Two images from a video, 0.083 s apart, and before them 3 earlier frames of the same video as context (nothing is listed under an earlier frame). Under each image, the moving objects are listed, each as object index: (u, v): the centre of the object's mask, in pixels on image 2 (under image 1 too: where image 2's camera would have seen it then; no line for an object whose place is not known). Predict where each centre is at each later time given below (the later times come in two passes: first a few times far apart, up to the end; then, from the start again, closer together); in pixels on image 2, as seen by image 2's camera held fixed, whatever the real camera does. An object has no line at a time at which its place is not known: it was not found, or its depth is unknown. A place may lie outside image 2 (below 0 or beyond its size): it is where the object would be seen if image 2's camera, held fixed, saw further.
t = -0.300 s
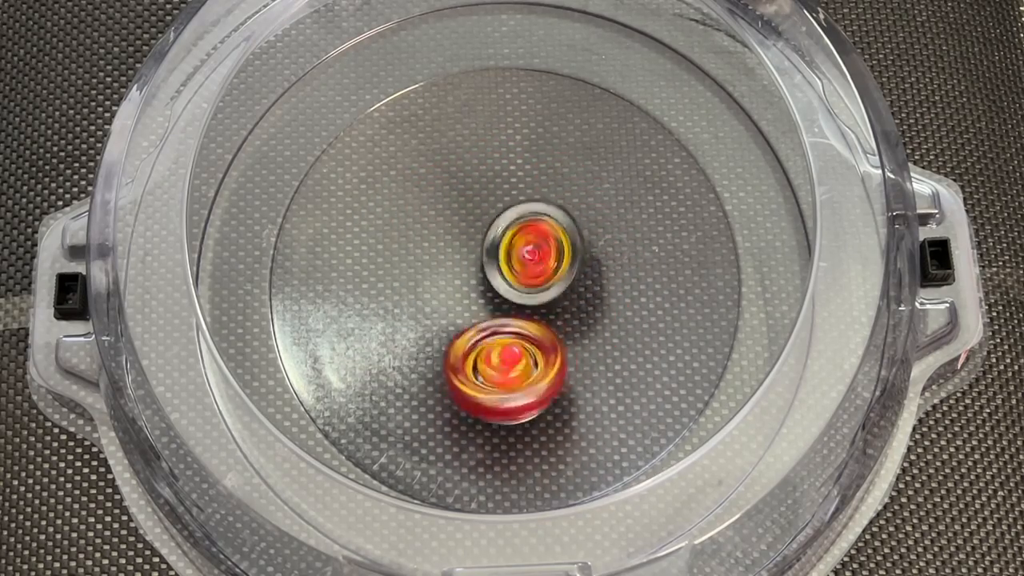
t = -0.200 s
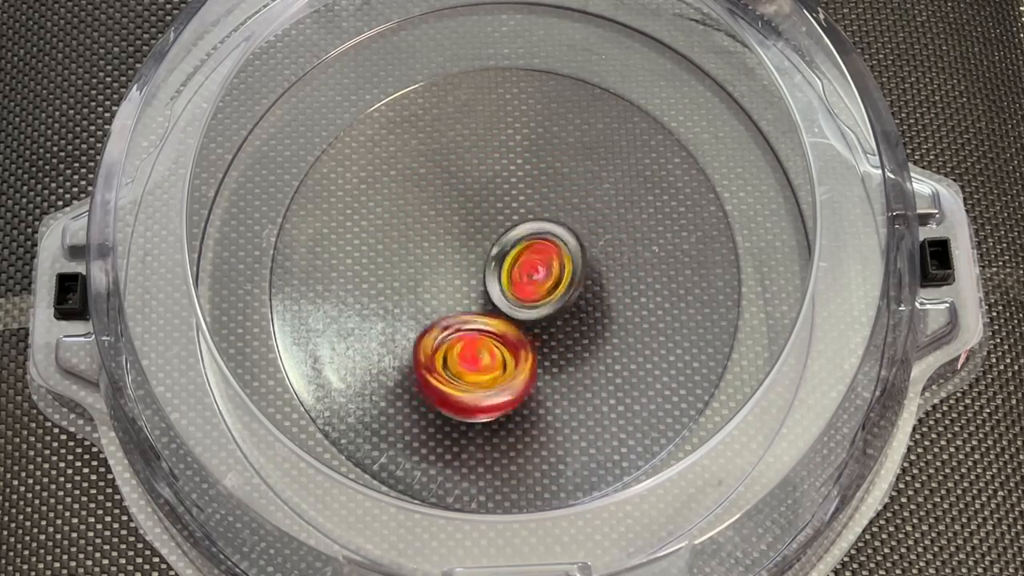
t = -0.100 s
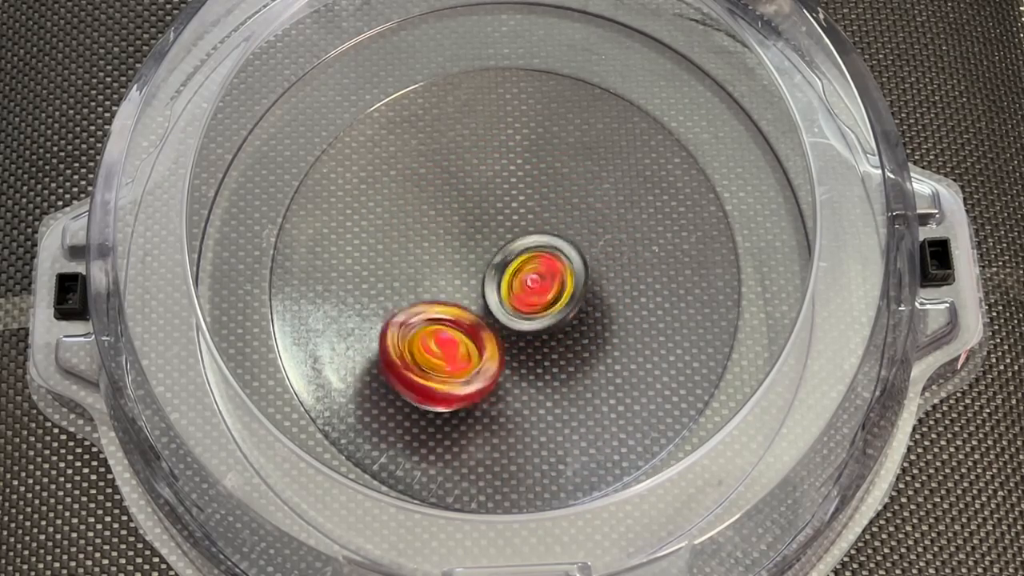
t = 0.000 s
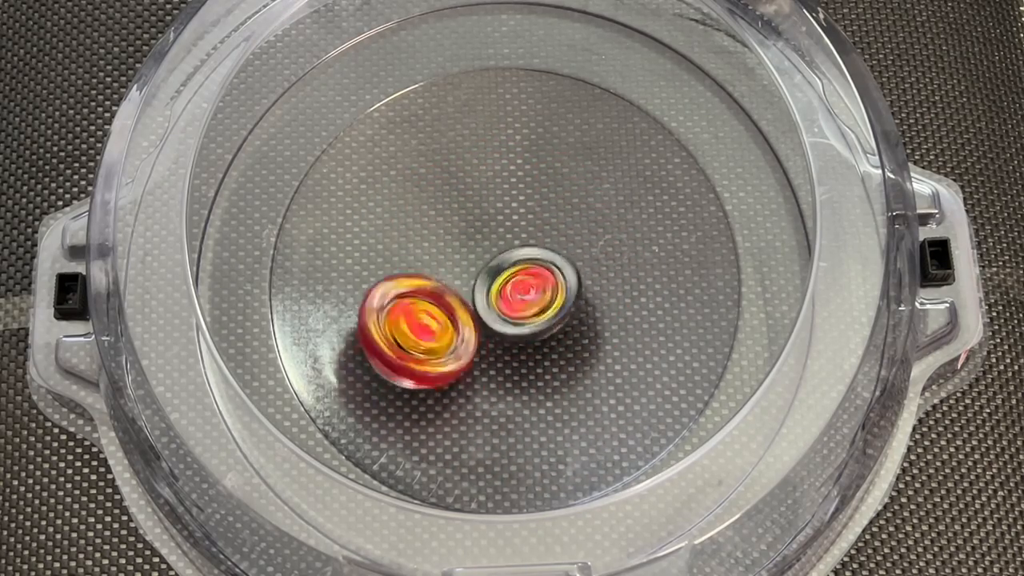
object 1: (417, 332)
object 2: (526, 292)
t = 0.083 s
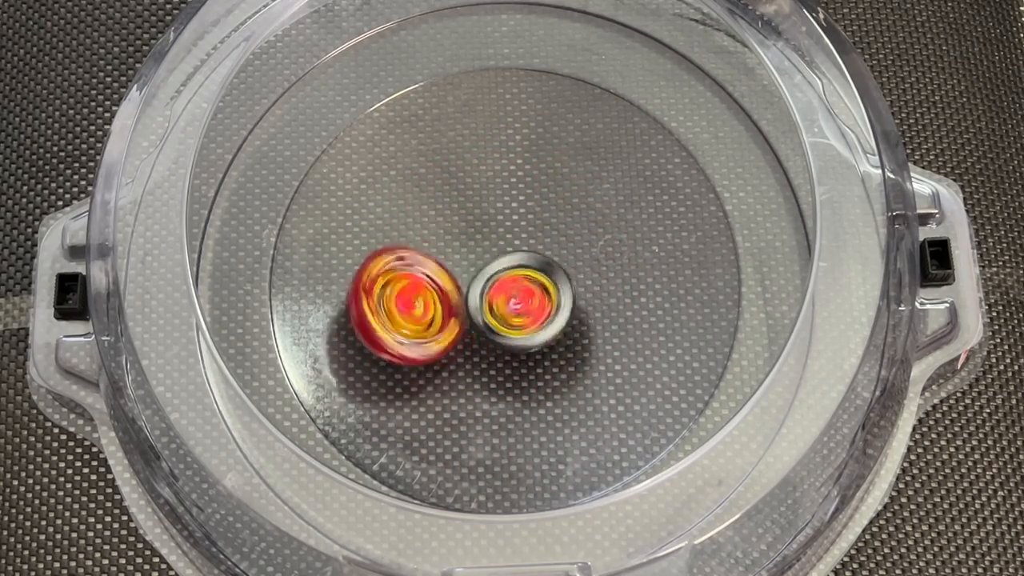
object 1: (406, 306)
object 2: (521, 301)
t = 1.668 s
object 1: (504, 374)
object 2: (518, 255)
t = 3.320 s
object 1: (488, 301)
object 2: (446, 207)
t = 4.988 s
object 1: (488, 301)
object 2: (447, 207)
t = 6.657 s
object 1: (488, 301)
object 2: (447, 207)
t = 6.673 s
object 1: (488, 301)
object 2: (447, 207)
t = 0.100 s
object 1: (406, 301)
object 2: (519, 303)
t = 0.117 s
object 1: (404, 295)
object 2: (519, 302)
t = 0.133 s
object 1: (404, 288)
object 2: (519, 304)
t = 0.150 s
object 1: (406, 281)
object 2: (519, 305)
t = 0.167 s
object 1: (407, 276)
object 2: (516, 305)
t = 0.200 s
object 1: (411, 265)
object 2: (517, 304)
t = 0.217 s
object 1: (413, 258)
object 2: (517, 304)
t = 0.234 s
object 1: (416, 254)
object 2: (515, 304)
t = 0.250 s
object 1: (419, 249)
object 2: (515, 303)
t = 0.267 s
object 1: (422, 244)
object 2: (515, 303)
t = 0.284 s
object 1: (426, 238)
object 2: (513, 302)
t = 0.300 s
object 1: (430, 233)
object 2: (512, 302)
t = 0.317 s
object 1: (434, 229)
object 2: (510, 299)
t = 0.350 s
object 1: (443, 221)
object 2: (510, 298)
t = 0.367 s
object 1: (449, 217)
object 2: (511, 300)
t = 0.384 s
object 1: (454, 214)
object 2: (508, 300)
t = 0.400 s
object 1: (459, 211)
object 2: (509, 303)
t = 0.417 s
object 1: (464, 207)
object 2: (507, 304)
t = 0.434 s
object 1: (472, 204)
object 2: (506, 305)
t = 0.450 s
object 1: (479, 202)
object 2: (504, 303)
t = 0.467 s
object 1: (485, 201)
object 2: (506, 301)
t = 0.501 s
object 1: (496, 199)
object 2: (509, 301)
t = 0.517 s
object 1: (503, 198)
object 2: (507, 301)
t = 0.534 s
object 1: (510, 198)
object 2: (507, 299)
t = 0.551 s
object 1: (516, 199)
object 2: (509, 299)
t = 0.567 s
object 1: (521, 198)
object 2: (509, 298)
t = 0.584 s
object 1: (528, 199)
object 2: (509, 298)
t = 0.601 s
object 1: (535, 200)
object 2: (508, 296)
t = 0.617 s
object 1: (540, 202)
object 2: (507, 299)
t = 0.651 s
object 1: (555, 201)
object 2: (498, 303)
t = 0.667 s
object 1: (561, 205)
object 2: (494, 303)
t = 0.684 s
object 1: (566, 209)
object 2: (494, 301)
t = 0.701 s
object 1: (570, 212)
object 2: (495, 301)
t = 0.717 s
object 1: (575, 214)
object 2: (495, 301)
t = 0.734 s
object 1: (580, 218)
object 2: (495, 303)
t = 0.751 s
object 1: (585, 222)
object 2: (493, 302)
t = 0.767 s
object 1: (589, 227)
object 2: (495, 302)
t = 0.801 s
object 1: (595, 235)
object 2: (492, 302)
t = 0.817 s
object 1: (598, 240)
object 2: (490, 302)
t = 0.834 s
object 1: (600, 246)
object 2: (489, 299)
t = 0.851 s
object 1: (602, 253)
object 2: (491, 299)
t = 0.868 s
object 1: (603, 258)
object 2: (490, 298)
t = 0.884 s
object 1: (604, 263)
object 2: (491, 298)
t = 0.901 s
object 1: (605, 269)
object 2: (489, 297)
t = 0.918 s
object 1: (605, 275)
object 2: (490, 296)
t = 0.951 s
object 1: (604, 287)
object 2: (490, 294)
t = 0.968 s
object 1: (604, 292)
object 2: (490, 293)
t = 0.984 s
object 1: (603, 298)
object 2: (489, 289)
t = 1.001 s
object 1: (601, 303)
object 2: (491, 286)
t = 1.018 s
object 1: (598, 309)
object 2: (490, 284)
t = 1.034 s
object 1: (595, 314)
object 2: (490, 280)
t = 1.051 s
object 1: (591, 318)
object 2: (491, 278)
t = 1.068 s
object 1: (585, 324)
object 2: (490, 274)
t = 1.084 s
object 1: (581, 328)
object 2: (495, 272)
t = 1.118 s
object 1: (564, 340)
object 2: (493, 260)
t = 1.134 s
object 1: (556, 348)
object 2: (492, 253)
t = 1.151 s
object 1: (547, 355)
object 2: (491, 246)
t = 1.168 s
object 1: (537, 361)
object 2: (493, 241)
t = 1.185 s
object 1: (527, 369)
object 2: (493, 237)
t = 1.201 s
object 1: (516, 374)
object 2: (495, 233)
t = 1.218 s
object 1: (505, 379)
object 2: (495, 233)
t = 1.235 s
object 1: (497, 386)
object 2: (496, 230)
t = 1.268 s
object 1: (480, 397)
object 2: (498, 230)
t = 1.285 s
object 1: (474, 402)
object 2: (498, 229)
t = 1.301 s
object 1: (469, 406)
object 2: (500, 229)
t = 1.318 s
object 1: (467, 409)
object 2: (500, 229)
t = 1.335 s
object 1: (465, 411)
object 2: (503, 229)
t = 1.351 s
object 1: (464, 412)
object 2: (504, 232)
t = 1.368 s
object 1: (464, 411)
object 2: (503, 232)
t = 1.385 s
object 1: (465, 410)
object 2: (504, 233)
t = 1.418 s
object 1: (469, 405)
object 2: (506, 236)
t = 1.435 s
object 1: (471, 403)
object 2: (507, 239)
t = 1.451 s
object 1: (473, 400)
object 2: (507, 241)
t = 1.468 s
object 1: (475, 397)
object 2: (506, 242)
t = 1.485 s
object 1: (478, 393)
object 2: (508, 244)
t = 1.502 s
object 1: (482, 390)
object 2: (508, 246)
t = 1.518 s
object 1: (487, 386)
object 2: (508, 249)
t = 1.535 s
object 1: (491, 384)
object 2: (511, 253)
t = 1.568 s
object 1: (499, 378)
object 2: (511, 256)
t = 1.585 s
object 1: (502, 376)
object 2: (512, 260)
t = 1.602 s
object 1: (506, 372)
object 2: (512, 262)
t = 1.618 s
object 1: (508, 371)
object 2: (513, 264)
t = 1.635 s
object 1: (508, 374)
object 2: (514, 262)
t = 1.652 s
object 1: (505, 375)
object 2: (515, 257)
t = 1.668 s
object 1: (504, 374)
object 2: (518, 255)
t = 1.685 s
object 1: (503, 370)
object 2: (518, 255)
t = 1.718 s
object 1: (507, 362)
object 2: (517, 255)
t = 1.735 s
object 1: (510, 358)
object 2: (514, 256)
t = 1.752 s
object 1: (513, 355)
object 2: (516, 253)
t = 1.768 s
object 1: (513, 356)
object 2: (519, 249)
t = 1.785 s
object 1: (513, 356)
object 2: (520, 245)
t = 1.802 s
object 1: (513, 355)
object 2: (522, 241)
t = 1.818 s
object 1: (513, 354)
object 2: (524, 241)
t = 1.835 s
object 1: (514, 352)
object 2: (522, 240)
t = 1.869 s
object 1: (517, 346)
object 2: (524, 238)
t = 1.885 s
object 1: (520, 344)
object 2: (525, 239)
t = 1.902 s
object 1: (522, 342)
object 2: (525, 236)
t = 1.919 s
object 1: (521, 340)
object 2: (528, 232)
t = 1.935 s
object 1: (515, 341)
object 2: (532, 219)
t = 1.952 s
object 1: (510, 339)
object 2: (536, 208)
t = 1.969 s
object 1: (506, 336)
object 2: (537, 196)
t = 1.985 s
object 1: (503, 333)
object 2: (538, 183)
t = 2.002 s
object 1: (501, 329)
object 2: (537, 173)
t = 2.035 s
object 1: (496, 320)
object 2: (532, 156)
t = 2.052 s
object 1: (494, 315)
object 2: (527, 149)
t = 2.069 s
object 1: (492, 311)
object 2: (522, 143)
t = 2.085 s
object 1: (488, 306)
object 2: (516, 139)
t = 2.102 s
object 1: (486, 302)
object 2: (511, 135)
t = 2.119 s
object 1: (482, 297)
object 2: (503, 131)
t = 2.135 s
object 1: (479, 294)
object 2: (496, 128)
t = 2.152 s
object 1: (476, 291)
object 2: (490, 127)
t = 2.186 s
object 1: (468, 286)
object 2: (479, 126)
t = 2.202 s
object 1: (465, 284)
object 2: (475, 128)
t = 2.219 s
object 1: (461, 283)
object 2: (470, 130)
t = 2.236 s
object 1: (459, 283)
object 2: (466, 132)
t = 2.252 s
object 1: (457, 283)
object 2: (462, 136)
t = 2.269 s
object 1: (455, 283)
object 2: (456, 138)
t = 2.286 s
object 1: (453, 283)
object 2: (452, 142)
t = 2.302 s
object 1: (453, 283)
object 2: (448, 145)
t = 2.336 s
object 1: (452, 283)
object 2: (440, 153)
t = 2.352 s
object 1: (453, 283)
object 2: (436, 158)
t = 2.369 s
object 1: (455, 283)
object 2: (432, 163)
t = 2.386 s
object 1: (457, 283)
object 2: (429, 168)
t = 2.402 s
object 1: (459, 284)
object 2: (426, 174)
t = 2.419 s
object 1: (461, 285)
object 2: (423, 181)
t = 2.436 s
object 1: (463, 287)
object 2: (421, 187)
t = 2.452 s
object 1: (465, 288)
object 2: (419, 191)
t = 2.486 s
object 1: (470, 294)
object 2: (419, 197)
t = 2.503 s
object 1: (474, 297)
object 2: (419, 200)
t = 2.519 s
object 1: (477, 299)
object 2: (419, 204)
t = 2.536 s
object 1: (479, 302)
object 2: (419, 209)
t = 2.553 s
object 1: (480, 304)
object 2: (419, 213)
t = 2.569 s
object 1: (481, 307)
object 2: (419, 217)
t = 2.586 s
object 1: (482, 309)
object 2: (419, 219)
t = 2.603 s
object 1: (482, 311)
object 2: (420, 221)
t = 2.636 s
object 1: (481, 313)
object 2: (422, 223)
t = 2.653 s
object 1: (481, 314)
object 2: (423, 224)
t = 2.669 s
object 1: (481, 314)
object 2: (424, 224)
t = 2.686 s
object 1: (481, 314)
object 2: (425, 223)
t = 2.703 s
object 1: (481, 314)
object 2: (426, 223)
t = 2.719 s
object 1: (481, 314)
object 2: (426, 223)
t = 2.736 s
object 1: (481, 314)
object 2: (427, 222)
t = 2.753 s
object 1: (482, 313)
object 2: (427, 222)
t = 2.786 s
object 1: (483, 311)
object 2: (427, 221)
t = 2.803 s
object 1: (484, 310)
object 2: (428, 220)
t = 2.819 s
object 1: (485, 309)
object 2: (428, 219)
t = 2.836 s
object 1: (485, 308)
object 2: (428, 219)
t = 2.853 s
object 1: (486, 308)
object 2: (429, 218)
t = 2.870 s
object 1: (486, 308)
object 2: (429, 218)
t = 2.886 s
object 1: (486, 307)
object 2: (430, 217)
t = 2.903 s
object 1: (486, 307)
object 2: (430, 217)
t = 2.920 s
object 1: (486, 306)
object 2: (431, 216)
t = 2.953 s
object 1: (487, 305)
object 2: (432, 215)
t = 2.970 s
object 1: (487, 305)
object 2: (432, 215)
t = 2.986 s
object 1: (487, 304)
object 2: (433, 214)
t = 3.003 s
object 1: (487, 303)
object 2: (434, 213)
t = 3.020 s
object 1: (488, 303)
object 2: (435, 212)
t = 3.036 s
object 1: (488, 302)
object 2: (436, 211)
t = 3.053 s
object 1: (488, 302)
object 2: (437, 211)
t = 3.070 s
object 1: (488, 302)
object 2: (438, 210)
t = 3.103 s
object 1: (488, 301)
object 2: (440, 209)
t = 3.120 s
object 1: (488, 301)
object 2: (440, 209)
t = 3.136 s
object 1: (488, 301)
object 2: (441, 208)
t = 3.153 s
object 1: (488, 301)
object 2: (442, 208)
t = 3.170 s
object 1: (488, 301)
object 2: (442, 208)
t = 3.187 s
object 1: (488, 301)
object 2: (443, 208)
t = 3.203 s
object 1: (488, 301)
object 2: (443, 207)
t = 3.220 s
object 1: (488, 301)
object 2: (444, 207)
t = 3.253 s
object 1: (488, 301)
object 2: (445, 207)
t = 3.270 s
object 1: (488, 301)
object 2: (446, 207)
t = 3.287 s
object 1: (488, 301)
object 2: (446, 207)
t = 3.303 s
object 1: (488, 301)
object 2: (446, 207)
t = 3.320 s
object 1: (488, 301)
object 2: (446, 207)
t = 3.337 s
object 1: (488, 301)
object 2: (447, 207)
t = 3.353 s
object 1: (488, 301)
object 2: (447, 207)
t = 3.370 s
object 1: (488, 301)
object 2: (447, 207)
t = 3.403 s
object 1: (488, 301)
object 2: (447, 207)
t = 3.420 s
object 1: (488, 301)
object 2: (447, 207)
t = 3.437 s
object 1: (488, 301)
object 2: (447, 207)
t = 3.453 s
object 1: (488, 301)
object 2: (447, 207)
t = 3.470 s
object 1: (488, 301)
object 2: (447, 207)
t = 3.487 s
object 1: (488, 301)
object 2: (447, 207)
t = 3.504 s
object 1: (488, 301)
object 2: (447, 207)
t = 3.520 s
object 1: (488, 301)
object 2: (447, 207)
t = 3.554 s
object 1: (488, 301)
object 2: (447, 207)
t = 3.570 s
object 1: (488, 301)
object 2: (447, 207)
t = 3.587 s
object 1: (488, 301)
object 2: (447, 207)
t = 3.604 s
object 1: (488, 301)
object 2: (447, 207)
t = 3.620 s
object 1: (488, 301)
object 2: (447, 207)
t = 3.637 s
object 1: (488, 301)
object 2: (447, 207)
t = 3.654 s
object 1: (488, 301)
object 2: (447, 207)
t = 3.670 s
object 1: (488, 301)
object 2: (447, 207)
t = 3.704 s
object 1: (488, 301)
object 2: (447, 207)
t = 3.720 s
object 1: (488, 301)
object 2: (447, 207)
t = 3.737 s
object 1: (488, 301)
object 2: (447, 207)
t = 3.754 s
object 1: (488, 301)
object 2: (447, 207)
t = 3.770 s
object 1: (488, 301)
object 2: (447, 207)
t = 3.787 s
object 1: (488, 301)
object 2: (447, 207)
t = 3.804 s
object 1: (488, 301)
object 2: (447, 207)
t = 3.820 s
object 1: (488, 301)
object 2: (447, 207)
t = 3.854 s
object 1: (488, 301)
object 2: (447, 207)
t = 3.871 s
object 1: (488, 301)
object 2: (446, 207)
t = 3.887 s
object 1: (488, 301)
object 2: (447, 207)
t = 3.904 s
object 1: (488, 301)
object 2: (447, 207)
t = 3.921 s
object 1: (488, 301)
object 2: (447, 207)
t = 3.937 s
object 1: (488, 301)
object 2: (447, 207)
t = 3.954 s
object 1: (488, 301)
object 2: (446, 207)
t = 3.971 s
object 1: (488, 301)
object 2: (446, 207)
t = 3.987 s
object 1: (488, 301)
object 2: (447, 207)
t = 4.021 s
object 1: (488, 301)
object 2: (447, 207)
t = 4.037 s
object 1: (488, 301)
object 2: (446, 207)
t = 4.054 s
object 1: (488, 301)
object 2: (446, 207)
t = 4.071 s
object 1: (488, 301)
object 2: (447, 207)
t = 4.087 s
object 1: (488, 301)
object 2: (447, 207)
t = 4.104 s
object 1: (488, 301)
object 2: (447, 207)
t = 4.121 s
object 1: (488, 301)
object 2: (446, 207)
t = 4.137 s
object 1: (488, 301)
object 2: (446, 207)
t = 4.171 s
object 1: (488, 301)
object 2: (447, 207)
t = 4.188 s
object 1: (488, 301)
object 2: (446, 207)
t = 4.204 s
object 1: (488, 301)
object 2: (446, 207)
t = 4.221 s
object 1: (488, 301)
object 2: (447, 207)
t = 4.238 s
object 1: (488, 301)
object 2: (447, 207)
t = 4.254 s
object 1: (488, 301)
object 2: (447, 207)
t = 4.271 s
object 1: (488, 301)
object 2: (447, 207)
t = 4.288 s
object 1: (488, 301)
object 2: (447, 207)
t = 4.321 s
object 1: (488, 301)
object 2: (447, 207)
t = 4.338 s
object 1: (488, 301)
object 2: (447, 207)
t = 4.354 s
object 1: (488, 301)
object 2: (447, 207)
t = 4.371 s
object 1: (488, 301)
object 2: (447, 207)
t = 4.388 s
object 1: (488, 301)
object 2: (447, 207)
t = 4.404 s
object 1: (488, 301)
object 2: (447, 207)
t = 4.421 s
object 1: (488, 301)
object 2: (447, 207)
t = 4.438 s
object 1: (488, 301)
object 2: (447, 207)
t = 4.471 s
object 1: (488, 301)
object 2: (447, 207)
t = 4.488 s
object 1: (488, 301)
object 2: (447, 207)
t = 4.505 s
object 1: (488, 301)
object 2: (447, 207)
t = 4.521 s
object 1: (488, 301)
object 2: (447, 207)
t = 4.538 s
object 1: (488, 301)
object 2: (447, 207)
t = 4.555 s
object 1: (488, 301)
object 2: (447, 207)
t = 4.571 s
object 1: (488, 301)
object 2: (447, 207)
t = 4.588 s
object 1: (488, 301)
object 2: (447, 207)
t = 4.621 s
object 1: (488, 301)
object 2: (447, 207)
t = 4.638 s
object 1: (488, 301)
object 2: (447, 207)
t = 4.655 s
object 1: (488, 301)
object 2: (447, 207)
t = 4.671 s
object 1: (488, 301)
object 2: (447, 207)
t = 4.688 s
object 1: (488, 301)
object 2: (447, 207)
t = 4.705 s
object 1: (488, 301)
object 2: (447, 207)
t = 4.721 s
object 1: (488, 301)
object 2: (447, 207)
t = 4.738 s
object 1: (488, 301)
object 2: (447, 207)
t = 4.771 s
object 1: (488, 301)
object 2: (447, 207)
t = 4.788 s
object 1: (488, 301)
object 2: (447, 207)
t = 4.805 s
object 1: (488, 301)
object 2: (447, 207)
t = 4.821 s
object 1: (488, 301)
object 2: (447, 207)
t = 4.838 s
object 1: (488, 301)
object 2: (447, 207)
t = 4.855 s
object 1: (488, 301)
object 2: (447, 207)
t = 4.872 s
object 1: (488, 301)
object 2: (447, 207)
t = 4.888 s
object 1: (488, 301)
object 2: (447, 207)
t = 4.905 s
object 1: (488, 301)
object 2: (447, 207)
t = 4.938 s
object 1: (488, 301)
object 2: (447, 207)
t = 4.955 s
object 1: (488, 301)
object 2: (447, 207)
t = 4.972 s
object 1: (488, 301)
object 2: (447, 207)
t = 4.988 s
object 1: (488, 301)
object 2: (447, 207)
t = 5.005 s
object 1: (488, 301)
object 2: (447, 207)
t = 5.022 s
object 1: (488, 301)
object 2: (447, 207)
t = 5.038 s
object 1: (488, 301)
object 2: (447, 207)
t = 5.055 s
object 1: (488, 301)
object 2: (447, 207)
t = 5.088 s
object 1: (488, 301)
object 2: (447, 207)
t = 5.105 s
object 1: (488, 301)
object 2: (447, 207)
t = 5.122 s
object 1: (488, 301)
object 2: (447, 207)
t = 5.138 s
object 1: (488, 301)
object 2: (447, 207)
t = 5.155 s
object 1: (488, 301)
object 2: (447, 207)
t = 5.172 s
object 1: (488, 301)
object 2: (447, 207)
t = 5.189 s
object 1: (488, 301)
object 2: (447, 207)
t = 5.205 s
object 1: (488, 301)
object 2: (447, 207)
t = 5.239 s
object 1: (488, 301)
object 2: (447, 207)
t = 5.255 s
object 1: (488, 301)
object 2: (447, 207)
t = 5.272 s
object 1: (488, 301)
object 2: (447, 207)
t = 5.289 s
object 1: (488, 301)
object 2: (447, 207)
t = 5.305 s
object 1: (488, 301)
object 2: (447, 207)
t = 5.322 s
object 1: (488, 301)
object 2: (447, 207)
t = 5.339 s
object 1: (488, 301)
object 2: (447, 207)
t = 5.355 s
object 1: (488, 301)
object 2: (447, 207)
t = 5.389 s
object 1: (488, 301)
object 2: (447, 207)
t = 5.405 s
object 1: (488, 301)
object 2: (447, 207)
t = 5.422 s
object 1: (488, 301)
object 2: (447, 207)
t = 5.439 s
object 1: (488, 301)
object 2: (447, 207)
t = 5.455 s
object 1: (488, 301)
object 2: (447, 207)
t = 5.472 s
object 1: (488, 301)
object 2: (447, 207)
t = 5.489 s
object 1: (488, 301)
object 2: (447, 207)
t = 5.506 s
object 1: (488, 301)
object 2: (447, 207)
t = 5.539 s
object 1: (488, 301)
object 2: (447, 207)
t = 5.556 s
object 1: (488, 301)
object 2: (447, 207)
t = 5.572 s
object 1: (488, 301)
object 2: (447, 207)
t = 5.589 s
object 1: (488, 301)
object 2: (447, 207)
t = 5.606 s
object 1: (488, 301)
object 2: (447, 207)
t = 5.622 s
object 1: (488, 301)
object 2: (447, 207)
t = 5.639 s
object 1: (488, 301)
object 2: (447, 207)
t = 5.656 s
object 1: (488, 301)
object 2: (447, 207)
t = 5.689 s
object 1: (488, 301)
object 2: (447, 207)
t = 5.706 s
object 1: (488, 301)
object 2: (447, 207)
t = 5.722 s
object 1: (488, 301)
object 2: (447, 207)
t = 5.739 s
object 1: (488, 301)
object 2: (447, 207)
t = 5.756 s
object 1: (488, 301)
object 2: (447, 207)
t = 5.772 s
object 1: (488, 301)
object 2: (447, 207)
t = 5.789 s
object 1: (488, 301)
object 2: (447, 207)
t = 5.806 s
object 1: (488, 301)
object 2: (447, 207)
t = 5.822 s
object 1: (488, 301)
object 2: (447, 207)
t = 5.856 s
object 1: (488, 301)
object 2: (447, 207)
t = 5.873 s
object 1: (488, 301)
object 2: (447, 207)
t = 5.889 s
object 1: (488, 301)
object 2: (447, 207)
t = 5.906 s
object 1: (488, 301)
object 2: (447, 207)
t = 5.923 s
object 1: (488, 301)
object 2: (446, 207)
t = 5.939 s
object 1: (488, 301)
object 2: (446, 207)
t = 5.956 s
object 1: (488, 301)
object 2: (447, 207)
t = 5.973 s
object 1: (488, 301)
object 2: (447, 207)
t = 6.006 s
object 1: (488, 301)
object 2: (447, 207)
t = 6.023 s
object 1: (488, 301)
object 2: (447, 206)
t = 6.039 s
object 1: (488, 301)
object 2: (447, 207)
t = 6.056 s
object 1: (488, 301)
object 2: (447, 207)
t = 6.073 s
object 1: (488, 301)
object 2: (447, 207)
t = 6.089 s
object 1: (488, 301)
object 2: (447, 207)
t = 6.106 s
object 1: (488, 301)
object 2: (447, 207)
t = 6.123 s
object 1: (488, 301)
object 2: (447, 207)
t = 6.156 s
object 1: (488, 301)
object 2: (447, 207)
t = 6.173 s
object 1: (488, 301)
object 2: (447, 207)
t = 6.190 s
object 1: (488, 301)
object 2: (447, 207)
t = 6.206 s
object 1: (488, 301)
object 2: (447, 207)
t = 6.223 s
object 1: (488, 301)
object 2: (447, 207)
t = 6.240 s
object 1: (488, 301)
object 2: (447, 207)
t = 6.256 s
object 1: (488, 301)
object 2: (447, 207)
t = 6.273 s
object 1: (488, 301)
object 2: (447, 207)
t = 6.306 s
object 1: (488, 301)
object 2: (447, 207)
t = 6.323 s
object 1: (488, 302)
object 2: (447, 207)
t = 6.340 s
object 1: (488, 301)
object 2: (447, 207)
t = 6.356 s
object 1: (488, 301)
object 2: (447, 207)
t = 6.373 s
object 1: (488, 301)
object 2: (447, 207)
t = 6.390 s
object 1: (488, 301)
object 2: (447, 207)
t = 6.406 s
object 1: (488, 301)
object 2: (447, 207)
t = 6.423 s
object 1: (488, 302)
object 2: (447, 207)
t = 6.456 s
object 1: (488, 302)
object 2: (447, 207)
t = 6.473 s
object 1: (488, 301)
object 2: (447, 207)
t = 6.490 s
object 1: (488, 301)
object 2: (447, 207)
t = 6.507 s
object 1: (488, 301)
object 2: (447, 207)
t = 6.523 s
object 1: (488, 301)
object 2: (447, 207)
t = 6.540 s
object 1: (488, 301)
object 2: (447, 207)
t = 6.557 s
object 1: (488, 301)
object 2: (447, 207)
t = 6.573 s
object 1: (488, 301)
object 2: (447, 207)
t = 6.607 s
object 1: (488, 301)
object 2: (447, 207)
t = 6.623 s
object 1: (488, 301)
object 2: (447, 207)
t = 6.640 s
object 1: (488, 301)
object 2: (447, 207)
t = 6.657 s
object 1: (488, 301)
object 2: (447, 207)
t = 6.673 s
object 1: (488, 301)
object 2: (447, 207)
